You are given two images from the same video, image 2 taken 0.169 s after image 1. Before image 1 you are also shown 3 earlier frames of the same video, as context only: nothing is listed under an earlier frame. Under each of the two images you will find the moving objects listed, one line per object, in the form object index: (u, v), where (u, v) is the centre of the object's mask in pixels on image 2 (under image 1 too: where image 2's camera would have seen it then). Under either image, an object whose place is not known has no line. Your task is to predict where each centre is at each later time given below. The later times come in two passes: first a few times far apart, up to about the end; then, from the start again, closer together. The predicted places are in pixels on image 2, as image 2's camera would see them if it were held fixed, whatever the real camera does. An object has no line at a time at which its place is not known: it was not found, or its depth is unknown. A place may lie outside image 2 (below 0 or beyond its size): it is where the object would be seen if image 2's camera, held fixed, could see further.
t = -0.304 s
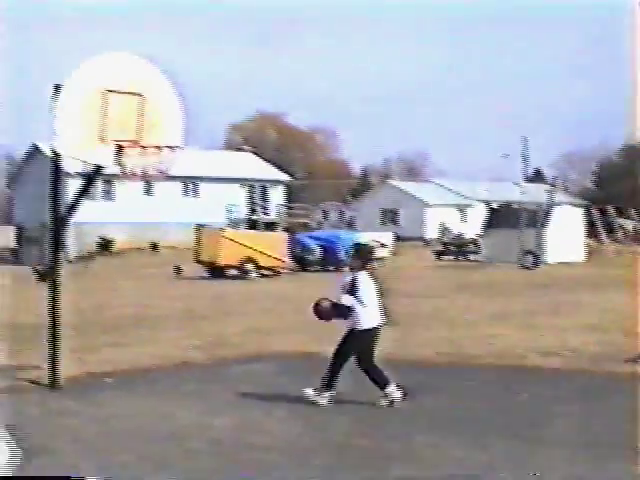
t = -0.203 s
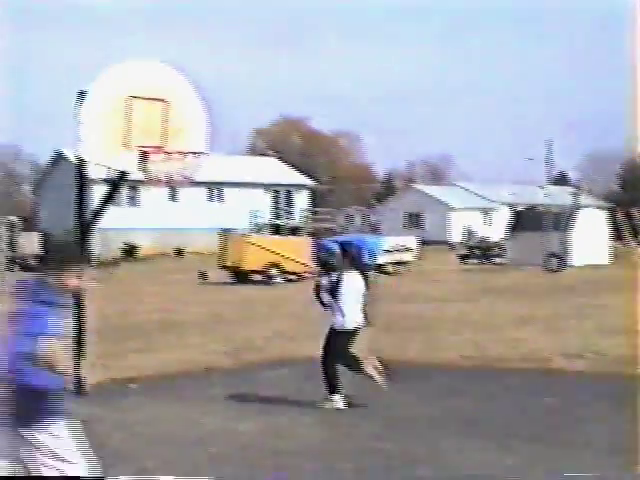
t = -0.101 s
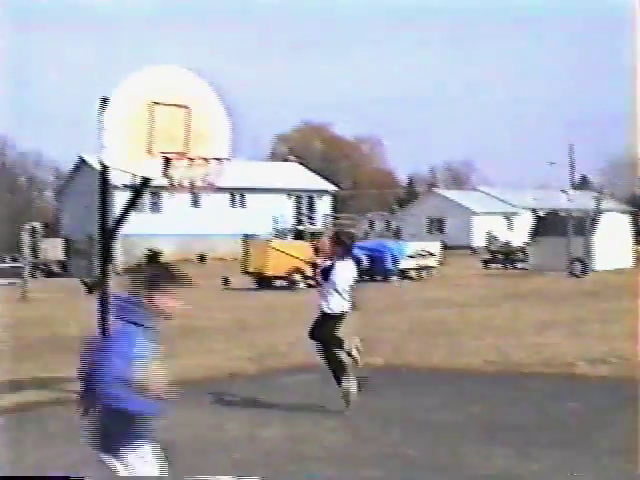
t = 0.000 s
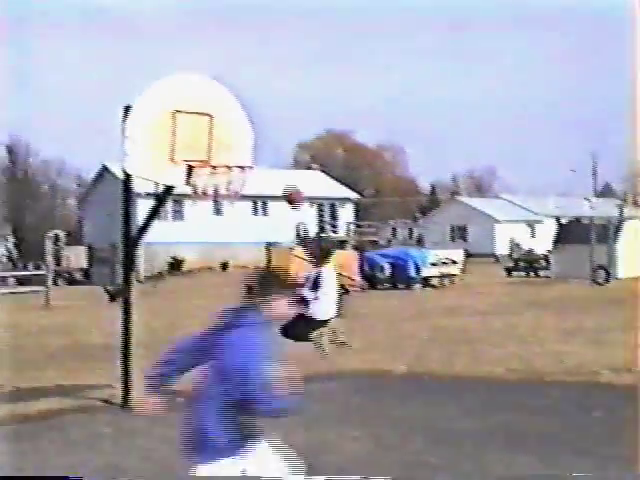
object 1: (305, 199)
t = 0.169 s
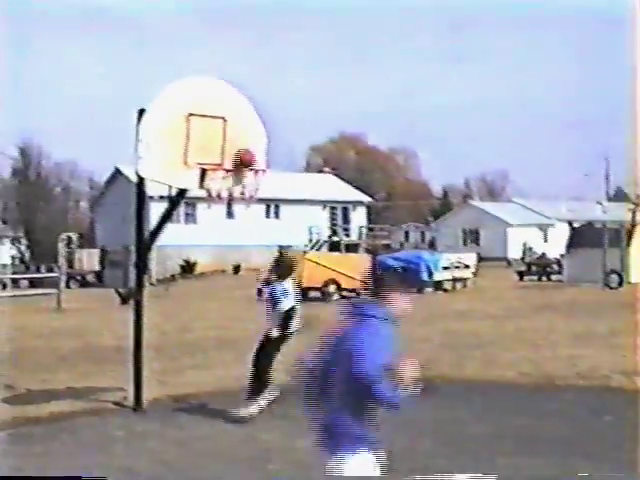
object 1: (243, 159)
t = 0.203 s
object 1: (244, 157)
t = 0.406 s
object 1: (263, 153)
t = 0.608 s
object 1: (283, 168)
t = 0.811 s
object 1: (308, 226)
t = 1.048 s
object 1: (335, 364)
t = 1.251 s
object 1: (355, 380)
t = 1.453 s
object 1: (368, 311)
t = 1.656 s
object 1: (383, 299)
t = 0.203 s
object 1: (244, 157)
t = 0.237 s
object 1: (248, 156)
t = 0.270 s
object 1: (251, 157)
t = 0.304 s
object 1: (254, 157)
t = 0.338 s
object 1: (257, 154)
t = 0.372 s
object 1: (260, 153)
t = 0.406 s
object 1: (263, 153)
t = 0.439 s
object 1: (267, 155)
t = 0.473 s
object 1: (270, 157)
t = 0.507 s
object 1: (273, 159)
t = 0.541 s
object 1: (276, 161)
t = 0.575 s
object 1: (281, 163)
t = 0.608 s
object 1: (283, 168)
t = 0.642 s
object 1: (288, 174)
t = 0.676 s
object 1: (292, 180)
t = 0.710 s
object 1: (295, 189)
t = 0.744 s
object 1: (299, 200)
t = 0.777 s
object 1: (304, 212)
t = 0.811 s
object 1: (308, 226)
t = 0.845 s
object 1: (311, 240)
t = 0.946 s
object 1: (323, 296)
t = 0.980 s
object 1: (327, 316)
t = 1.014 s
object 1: (331, 340)
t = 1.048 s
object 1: (335, 364)
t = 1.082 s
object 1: (340, 387)
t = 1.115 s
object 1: (345, 416)
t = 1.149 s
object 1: (349, 429)
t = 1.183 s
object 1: (350, 412)
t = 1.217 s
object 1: (353, 395)
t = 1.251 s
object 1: (355, 380)
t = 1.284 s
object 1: (355, 364)
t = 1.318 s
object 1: (358, 351)
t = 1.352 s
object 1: (361, 340)
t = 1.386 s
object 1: (364, 328)
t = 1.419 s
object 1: (365, 320)
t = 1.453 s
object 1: (368, 311)
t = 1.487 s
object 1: (370, 306)
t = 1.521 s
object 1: (373, 300)
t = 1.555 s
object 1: (376, 299)
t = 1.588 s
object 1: (379, 297)
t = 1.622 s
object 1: (381, 297)
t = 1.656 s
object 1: (383, 299)
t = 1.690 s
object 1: (387, 304)
